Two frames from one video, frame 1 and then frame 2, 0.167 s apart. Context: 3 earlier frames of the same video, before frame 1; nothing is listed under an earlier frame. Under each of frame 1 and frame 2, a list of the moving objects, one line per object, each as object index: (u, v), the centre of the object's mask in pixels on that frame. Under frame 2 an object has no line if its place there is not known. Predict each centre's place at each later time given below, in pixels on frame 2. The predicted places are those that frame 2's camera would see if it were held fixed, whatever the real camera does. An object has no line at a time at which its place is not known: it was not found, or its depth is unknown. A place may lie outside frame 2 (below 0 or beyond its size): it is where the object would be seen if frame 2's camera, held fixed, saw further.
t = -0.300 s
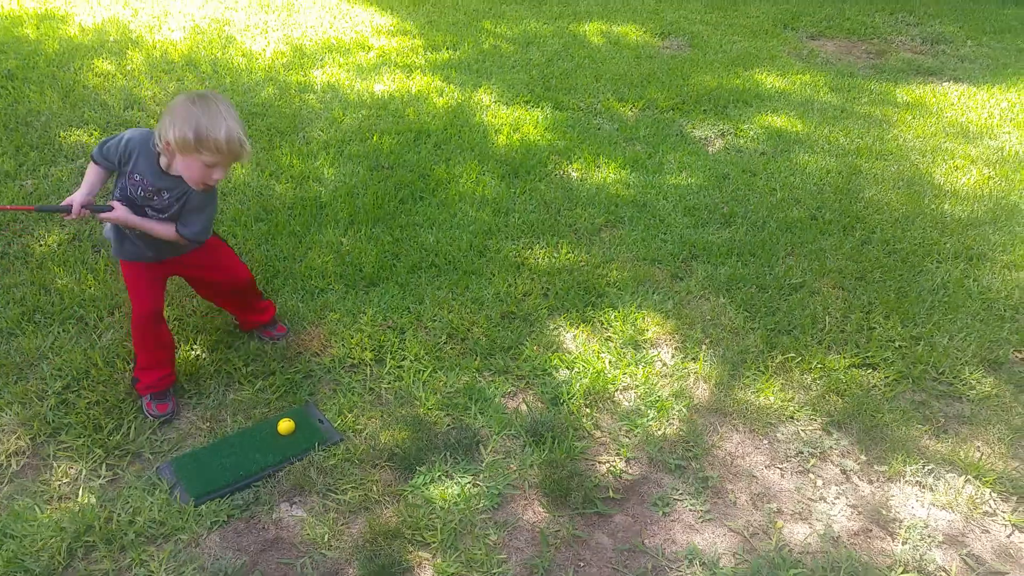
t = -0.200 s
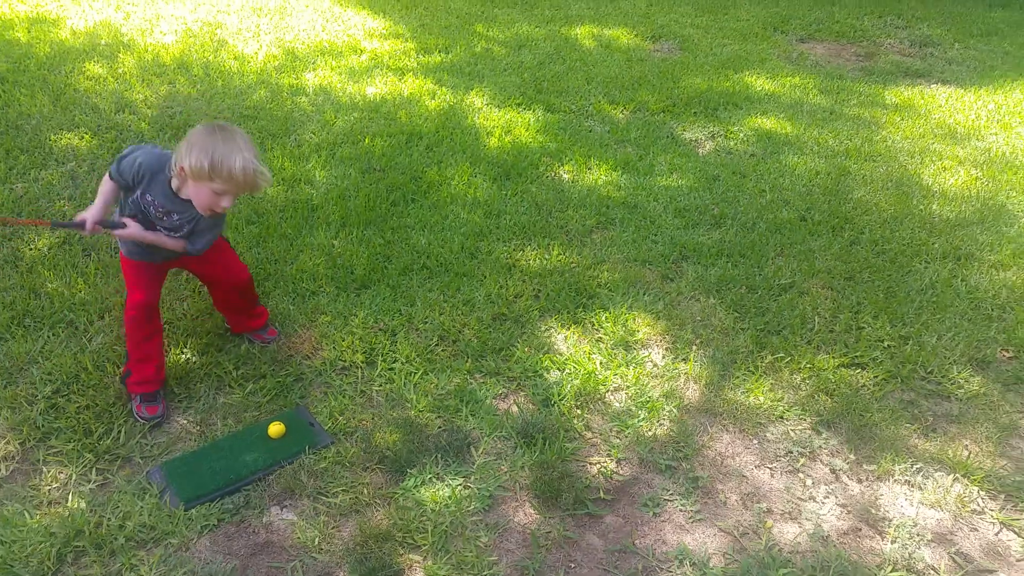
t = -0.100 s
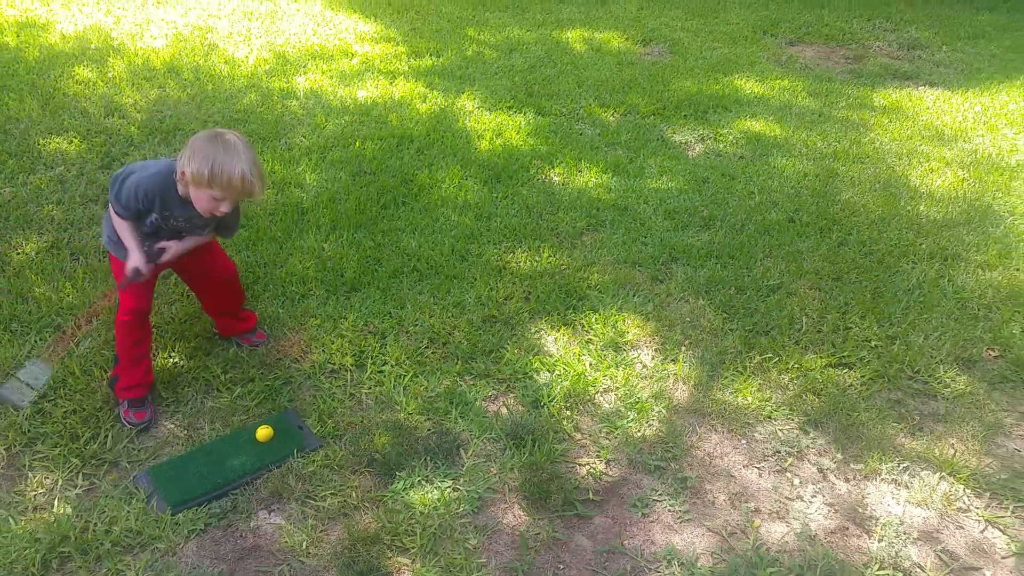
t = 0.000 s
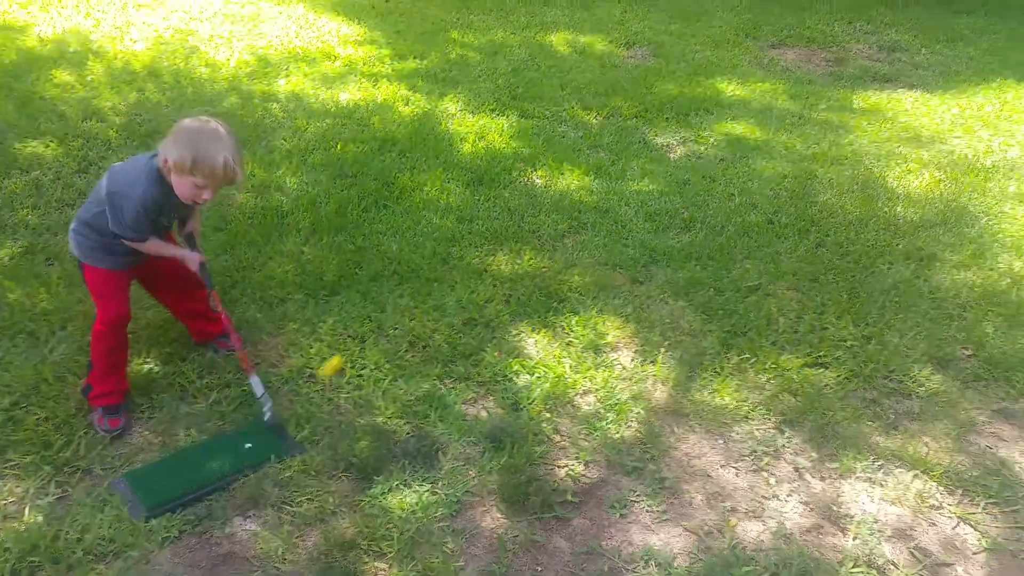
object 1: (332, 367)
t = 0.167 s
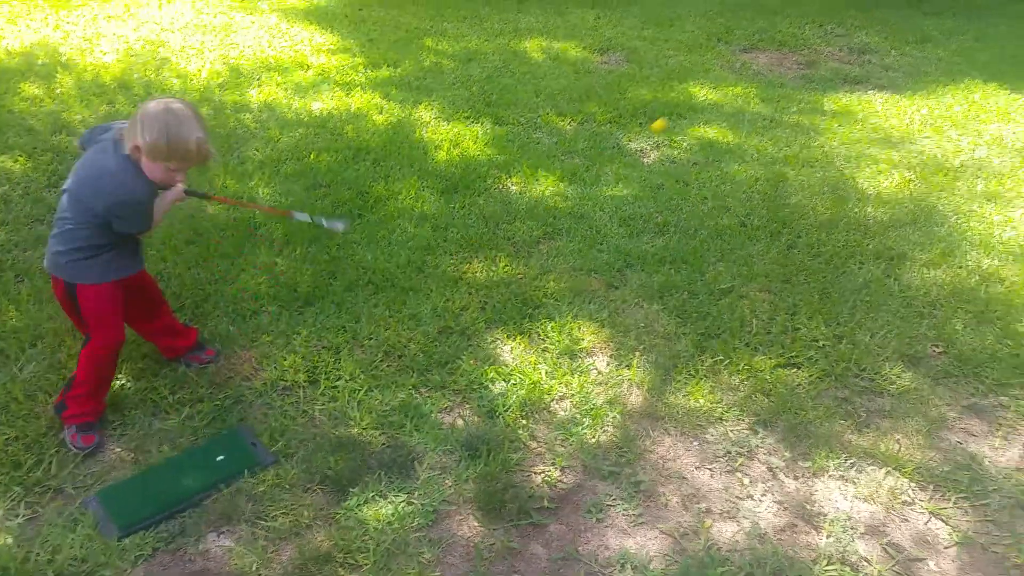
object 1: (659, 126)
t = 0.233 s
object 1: (757, 69)
